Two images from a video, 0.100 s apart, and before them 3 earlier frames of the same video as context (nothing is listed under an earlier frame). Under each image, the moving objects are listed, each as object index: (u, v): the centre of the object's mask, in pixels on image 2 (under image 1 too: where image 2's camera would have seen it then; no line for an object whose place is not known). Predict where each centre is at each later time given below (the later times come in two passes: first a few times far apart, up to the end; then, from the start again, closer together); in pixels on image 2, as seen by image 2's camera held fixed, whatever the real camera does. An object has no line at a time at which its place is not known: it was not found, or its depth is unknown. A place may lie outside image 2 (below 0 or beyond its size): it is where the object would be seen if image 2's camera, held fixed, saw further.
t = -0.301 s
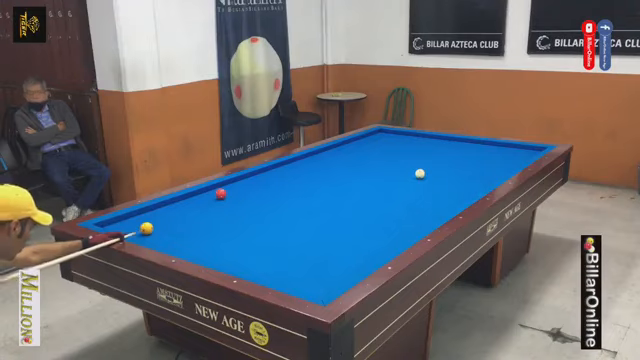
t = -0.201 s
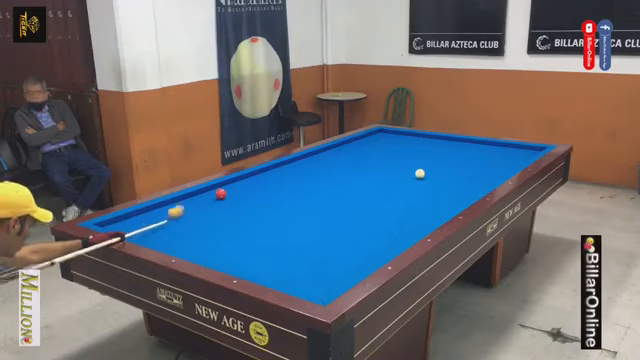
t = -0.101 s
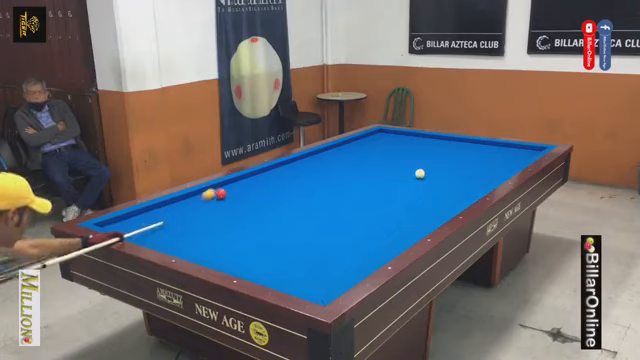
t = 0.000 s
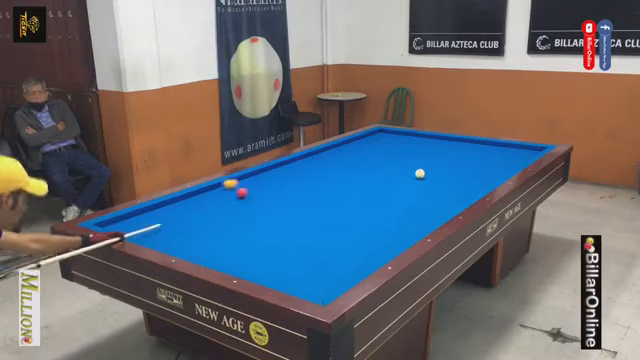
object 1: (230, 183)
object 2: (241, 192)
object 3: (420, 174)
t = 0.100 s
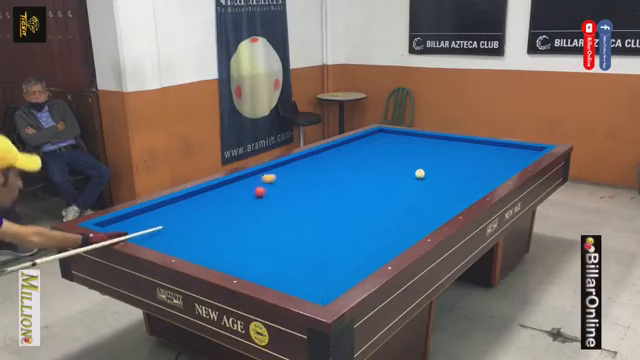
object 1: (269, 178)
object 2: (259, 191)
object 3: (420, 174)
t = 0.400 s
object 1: (362, 163)
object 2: (308, 189)
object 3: (420, 174)
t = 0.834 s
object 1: (473, 145)
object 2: (375, 185)
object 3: (420, 174)
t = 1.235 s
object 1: (518, 161)
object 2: (434, 183)
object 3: (420, 174)
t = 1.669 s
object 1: (441, 171)
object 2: (493, 178)
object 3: (420, 174)
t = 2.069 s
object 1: (415, 173)
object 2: (480, 170)
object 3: (376, 181)
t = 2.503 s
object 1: (395, 174)
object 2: (468, 161)
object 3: (325, 190)
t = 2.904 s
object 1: (378, 175)
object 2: (459, 154)
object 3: (274, 199)
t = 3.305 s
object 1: (361, 176)
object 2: (451, 148)
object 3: (221, 208)
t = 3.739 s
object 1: (344, 177)
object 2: (443, 142)
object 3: (159, 219)
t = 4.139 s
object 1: (329, 178)
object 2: (437, 138)
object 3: (113, 224)
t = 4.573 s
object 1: (314, 179)
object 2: (424, 136)
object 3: (132, 214)
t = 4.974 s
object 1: (302, 180)
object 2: (410, 136)
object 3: (155, 210)
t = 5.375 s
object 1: (290, 181)
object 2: (395, 137)
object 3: (176, 205)
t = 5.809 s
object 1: (279, 182)
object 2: (381, 137)
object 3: (196, 201)
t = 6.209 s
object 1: (270, 183)
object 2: (371, 137)
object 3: (212, 197)
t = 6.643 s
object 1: (261, 183)
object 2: (359, 138)
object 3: (229, 194)
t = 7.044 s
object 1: (254, 184)
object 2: (360, 138)
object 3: (242, 191)
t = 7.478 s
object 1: (247, 183)
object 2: (361, 139)
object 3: (255, 189)
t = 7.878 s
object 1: (244, 185)
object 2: (362, 141)
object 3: (265, 187)
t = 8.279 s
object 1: (240, 185)
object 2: (363, 142)
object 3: (274, 185)
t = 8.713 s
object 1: (238, 185)
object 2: (364, 143)
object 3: (283, 183)
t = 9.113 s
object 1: (238, 185)
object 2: (364, 143)
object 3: (290, 182)
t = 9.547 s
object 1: (238, 185)
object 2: (364, 143)
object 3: (296, 180)
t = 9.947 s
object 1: (238, 185)
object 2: (365, 144)
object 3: (301, 179)
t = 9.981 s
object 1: (238, 185)
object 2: (365, 144)
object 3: (301, 179)
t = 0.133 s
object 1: (280, 176)
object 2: (265, 191)
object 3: (420, 174)
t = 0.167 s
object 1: (291, 175)
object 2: (270, 191)
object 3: (420, 174)
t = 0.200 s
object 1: (302, 173)
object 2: (276, 191)
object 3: (420, 174)
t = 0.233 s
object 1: (313, 171)
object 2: (281, 190)
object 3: (420, 174)
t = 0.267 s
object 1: (323, 170)
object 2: (286, 190)
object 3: (420, 174)
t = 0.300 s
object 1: (333, 168)
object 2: (291, 190)
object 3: (420, 174)
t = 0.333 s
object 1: (343, 166)
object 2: (297, 189)
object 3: (420, 174)
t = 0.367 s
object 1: (353, 165)
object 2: (303, 189)
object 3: (420, 174)
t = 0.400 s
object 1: (362, 163)
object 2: (308, 189)
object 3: (420, 174)
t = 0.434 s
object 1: (372, 162)
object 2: (313, 188)
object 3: (420, 174)
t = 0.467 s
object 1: (381, 160)
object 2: (318, 188)
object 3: (420, 174)
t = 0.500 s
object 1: (390, 158)
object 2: (323, 188)
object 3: (420, 174)
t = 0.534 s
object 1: (399, 157)
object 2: (329, 188)
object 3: (420, 174)
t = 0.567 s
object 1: (408, 156)
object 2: (334, 187)
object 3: (420, 174)
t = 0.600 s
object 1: (416, 154)
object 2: (339, 187)
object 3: (420, 174)
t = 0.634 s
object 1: (425, 153)
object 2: (344, 187)
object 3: (420, 174)
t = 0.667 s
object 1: (433, 151)
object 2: (349, 187)
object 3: (420, 174)
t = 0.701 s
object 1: (441, 150)
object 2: (354, 187)
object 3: (420, 174)
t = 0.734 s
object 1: (450, 149)
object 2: (359, 186)
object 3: (420, 174)
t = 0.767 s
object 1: (457, 148)
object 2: (365, 186)
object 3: (420, 174)
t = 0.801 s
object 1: (465, 146)
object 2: (369, 186)
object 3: (420, 174)
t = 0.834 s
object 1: (473, 145)
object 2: (375, 185)
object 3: (420, 174)
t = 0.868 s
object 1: (481, 144)
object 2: (380, 185)
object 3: (420, 174)
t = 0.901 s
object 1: (488, 142)
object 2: (385, 185)
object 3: (420, 174)
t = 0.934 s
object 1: (493, 143)
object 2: (390, 185)
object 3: (420, 174)
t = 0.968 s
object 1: (496, 145)
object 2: (395, 184)
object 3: (420, 174)
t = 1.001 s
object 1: (499, 148)
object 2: (400, 184)
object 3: (420, 174)
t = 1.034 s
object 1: (503, 150)
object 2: (405, 184)
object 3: (420, 174)
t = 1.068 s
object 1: (506, 151)
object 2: (410, 184)
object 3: (420, 174)
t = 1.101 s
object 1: (510, 154)
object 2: (414, 184)
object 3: (420, 174)
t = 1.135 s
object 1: (514, 156)
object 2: (419, 183)
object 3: (420, 173)
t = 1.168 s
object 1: (518, 158)
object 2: (425, 183)
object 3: (419, 173)
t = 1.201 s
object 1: (522, 160)
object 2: (429, 183)
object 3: (420, 174)
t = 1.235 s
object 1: (518, 161)
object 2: (434, 183)
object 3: (420, 174)
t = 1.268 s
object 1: (512, 161)
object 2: (439, 182)
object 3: (420, 174)
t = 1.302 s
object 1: (505, 162)
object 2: (444, 182)
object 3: (420, 174)
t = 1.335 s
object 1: (499, 163)
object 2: (449, 182)
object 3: (420, 174)
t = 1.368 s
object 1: (493, 164)
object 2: (453, 182)
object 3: (420, 174)
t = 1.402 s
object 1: (487, 164)
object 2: (458, 181)
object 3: (420, 174)
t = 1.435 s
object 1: (481, 165)
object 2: (463, 181)
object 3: (420, 174)
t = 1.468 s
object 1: (476, 166)
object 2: (468, 181)
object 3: (420, 174)
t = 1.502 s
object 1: (470, 167)
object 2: (473, 181)
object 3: (420, 174)
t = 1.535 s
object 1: (464, 168)
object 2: (477, 180)
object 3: (420, 174)
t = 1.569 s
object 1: (458, 168)
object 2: (482, 180)
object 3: (420, 174)
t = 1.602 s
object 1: (452, 169)
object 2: (487, 180)
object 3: (420, 174)
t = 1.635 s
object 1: (447, 170)
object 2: (491, 180)
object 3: (420, 174)
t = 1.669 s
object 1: (441, 171)
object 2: (493, 178)
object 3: (420, 174)
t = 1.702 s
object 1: (435, 171)
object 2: (491, 178)
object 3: (420, 174)
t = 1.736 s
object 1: (429, 172)
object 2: (490, 177)
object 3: (419, 174)
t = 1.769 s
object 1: (428, 173)
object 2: (489, 177)
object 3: (415, 174)
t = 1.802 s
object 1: (427, 172)
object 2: (488, 176)
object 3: (409, 175)
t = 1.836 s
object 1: (426, 173)
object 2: (488, 175)
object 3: (404, 176)
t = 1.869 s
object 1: (425, 173)
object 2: (486, 174)
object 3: (400, 177)
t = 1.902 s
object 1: (423, 173)
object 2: (485, 173)
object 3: (395, 178)
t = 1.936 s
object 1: (421, 173)
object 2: (484, 172)
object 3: (391, 178)
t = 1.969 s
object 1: (420, 173)
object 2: (483, 172)
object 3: (387, 179)
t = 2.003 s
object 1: (418, 173)
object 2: (482, 171)
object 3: (384, 180)
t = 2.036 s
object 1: (417, 173)
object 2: (481, 170)
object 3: (380, 180)
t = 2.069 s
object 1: (415, 173)
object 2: (480, 170)
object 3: (376, 181)
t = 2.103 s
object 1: (413, 173)
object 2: (479, 169)
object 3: (372, 182)
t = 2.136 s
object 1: (412, 173)
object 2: (478, 168)
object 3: (368, 182)
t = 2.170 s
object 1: (410, 173)
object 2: (477, 167)
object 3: (365, 183)
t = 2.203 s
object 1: (409, 173)
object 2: (476, 167)
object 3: (361, 184)
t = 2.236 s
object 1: (407, 173)
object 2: (475, 166)
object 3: (357, 184)
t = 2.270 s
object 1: (406, 173)
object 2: (475, 166)
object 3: (353, 185)
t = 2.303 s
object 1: (404, 173)
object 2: (474, 165)
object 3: (349, 186)
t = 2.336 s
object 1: (402, 174)
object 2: (473, 164)
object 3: (345, 186)
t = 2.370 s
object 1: (401, 174)
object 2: (472, 164)
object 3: (341, 187)
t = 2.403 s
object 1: (400, 174)
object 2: (471, 163)
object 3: (337, 188)
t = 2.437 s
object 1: (398, 174)
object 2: (470, 162)
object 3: (333, 189)
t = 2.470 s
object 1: (396, 174)
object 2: (469, 162)
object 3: (329, 189)
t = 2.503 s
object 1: (395, 174)
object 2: (468, 161)
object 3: (325, 190)
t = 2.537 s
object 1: (394, 174)
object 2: (467, 161)
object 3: (321, 191)
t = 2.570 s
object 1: (392, 174)
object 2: (467, 160)
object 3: (317, 191)
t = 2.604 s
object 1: (391, 174)
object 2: (466, 159)
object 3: (312, 192)
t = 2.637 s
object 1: (389, 174)
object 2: (466, 159)
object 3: (308, 193)
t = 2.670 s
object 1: (388, 175)
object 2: (464, 158)
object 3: (304, 193)
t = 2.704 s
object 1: (386, 175)
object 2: (463, 158)
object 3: (300, 194)
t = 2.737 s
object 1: (385, 175)
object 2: (463, 157)
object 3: (296, 195)
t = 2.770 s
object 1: (384, 175)
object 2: (462, 157)
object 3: (291, 196)
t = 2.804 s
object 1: (382, 175)
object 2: (461, 156)
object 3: (287, 196)
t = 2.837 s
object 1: (381, 175)
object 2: (460, 156)
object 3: (283, 197)
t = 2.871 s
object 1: (379, 175)
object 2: (460, 155)
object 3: (278, 198)
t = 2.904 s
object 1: (378, 175)
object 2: (459, 154)
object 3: (274, 199)
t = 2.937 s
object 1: (376, 175)
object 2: (458, 154)
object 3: (270, 199)
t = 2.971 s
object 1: (375, 176)
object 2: (457, 153)
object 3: (265, 200)
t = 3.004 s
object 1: (374, 176)
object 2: (457, 153)
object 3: (261, 201)
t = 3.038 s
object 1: (372, 176)
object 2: (456, 152)
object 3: (257, 202)
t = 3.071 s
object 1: (371, 176)
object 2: (456, 152)
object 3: (252, 202)
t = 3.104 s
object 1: (369, 176)
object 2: (455, 151)
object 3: (248, 203)
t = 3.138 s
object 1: (368, 176)
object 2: (454, 151)
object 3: (244, 204)
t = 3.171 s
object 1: (367, 176)
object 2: (454, 151)
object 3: (239, 205)
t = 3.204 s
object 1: (365, 176)
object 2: (453, 150)
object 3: (235, 206)
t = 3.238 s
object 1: (364, 176)
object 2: (452, 149)
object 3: (230, 206)
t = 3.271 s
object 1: (363, 176)
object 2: (452, 149)
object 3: (225, 207)
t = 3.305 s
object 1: (361, 176)
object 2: (451, 148)
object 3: (221, 208)
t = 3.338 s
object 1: (360, 176)
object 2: (450, 148)
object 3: (216, 209)
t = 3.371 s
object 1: (358, 177)
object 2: (450, 147)
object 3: (212, 210)
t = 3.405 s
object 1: (357, 177)
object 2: (449, 147)
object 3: (207, 210)
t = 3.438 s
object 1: (356, 177)
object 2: (449, 147)
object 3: (202, 211)
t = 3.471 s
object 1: (354, 177)
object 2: (448, 146)
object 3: (198, 212)
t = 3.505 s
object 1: (353, 177)
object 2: (447, 146)
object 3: (193, 213)
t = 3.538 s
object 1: (352, 177)
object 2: (447, 146)
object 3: (188, 214)
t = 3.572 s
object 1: (351, 177)
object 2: (446, 145)
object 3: (183, 214)
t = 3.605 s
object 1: (349, 177)
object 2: (446, 145)
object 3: (178, 215)
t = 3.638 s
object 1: (348, 177)
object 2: (444, 143)
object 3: (174, 216)
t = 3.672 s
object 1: (346, 177)
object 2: (444, 143)
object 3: (169, 217)
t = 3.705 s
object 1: (345, 177)
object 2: (443, 143)
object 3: (164, 218)
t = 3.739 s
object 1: (344, 177)
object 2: (443, 142)
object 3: (159, 219)
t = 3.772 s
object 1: (343, 178)
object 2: (442, 142)
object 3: (154, 219)
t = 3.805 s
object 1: (341, 178)
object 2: (442, 141)
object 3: (149, 220)
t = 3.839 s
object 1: (340, 178)
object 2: (441, 141)
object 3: (144, 221)
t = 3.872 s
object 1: (339, 178)
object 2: (441, 141)
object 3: (139, 222)
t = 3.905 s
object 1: (338, 178)
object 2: (441, 141)
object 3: (134, 223)
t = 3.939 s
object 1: (337, 178)
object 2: (439, 139)
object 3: (129, 224)
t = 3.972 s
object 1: (335, 178)
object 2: (439, 139)
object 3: (124, 225)
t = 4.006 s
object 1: (334, 178)
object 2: (438, 139)
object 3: (119, 225)
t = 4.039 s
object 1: (333, 178)
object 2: (438, 139)
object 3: (113, 226)
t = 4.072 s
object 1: (332, 178)
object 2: (438, 138)
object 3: (109, 226)
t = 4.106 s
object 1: (330, 178)
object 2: (437, 138)
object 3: (111, 225)
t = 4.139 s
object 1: (329, 178)
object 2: (437, 138)
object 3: (113, 224)
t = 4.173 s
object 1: (328, 178)
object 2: (436, 138)
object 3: (114, 224)
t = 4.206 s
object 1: (327, 179)
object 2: (436, 137)
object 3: (116, 223)
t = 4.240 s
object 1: (326, 179)
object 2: (435, 137)
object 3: (117, 222)
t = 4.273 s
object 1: (325, 179)
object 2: (435, 137)
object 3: (118, 221)
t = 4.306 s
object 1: (323, 179)
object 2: (434, 136)
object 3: (120, 220)
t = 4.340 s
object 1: (322, 179)
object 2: (433, 136)
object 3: (121, 220)
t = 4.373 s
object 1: (321, 179)
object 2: (432, 136)
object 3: (122, 218)
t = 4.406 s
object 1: (320, 179)
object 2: (431, 136)
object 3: (124, 218)
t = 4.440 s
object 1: (319, 179)
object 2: (429, 136)
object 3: (125, 217)
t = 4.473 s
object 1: (318, 179)
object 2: (428, 136)
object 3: (126, 216)
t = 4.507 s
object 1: (317, 179)
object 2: (427, 136)
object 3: (128, 215)
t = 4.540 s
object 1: (315, 179)
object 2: (425, 136)
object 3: (130, 215)
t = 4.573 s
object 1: (314, 179)
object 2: (424, 136)
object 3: (132, 214)
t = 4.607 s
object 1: (313, 179)
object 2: (423, 136)
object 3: (134, 214)
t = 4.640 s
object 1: (312, 179)
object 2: (421, 136)
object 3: (136, 214)
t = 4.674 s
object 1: (311, 179)
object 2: (420, 135)
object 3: (138, 213)
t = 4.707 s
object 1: (310, 179)
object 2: (419, 135)
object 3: (140, 213)
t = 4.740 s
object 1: (309, 180)
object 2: (418, 135)
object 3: (142, 212)
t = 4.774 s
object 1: (308, 180)
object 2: (417, 136)
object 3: (144, 212)
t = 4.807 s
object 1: (307, 180)
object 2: (416, 136)
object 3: (146, 211)
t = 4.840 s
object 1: (306, 180)
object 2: (414, 136)
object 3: (148, 211)
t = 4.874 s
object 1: (305, 180)
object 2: (413, 136)
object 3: (150, 211)
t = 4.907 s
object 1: (304, 180)
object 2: (412, 136)
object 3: (152, 210)
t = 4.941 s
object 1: (303, 180)
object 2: (411, 136)
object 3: (153, 210)
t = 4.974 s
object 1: (302, 180)
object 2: (410, 136)
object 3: (155, 210)
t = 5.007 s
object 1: (301, 180)
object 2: (408, 136)
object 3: (157, 209)
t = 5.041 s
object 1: (300, 180)
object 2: (407, 136)
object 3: (159, 209)
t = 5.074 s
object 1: (299, 180)
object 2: (406, 136)
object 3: (161, 208)
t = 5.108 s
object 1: (298, 180)
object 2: (405, 136)
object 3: (162, 208)
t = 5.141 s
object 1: (297, 180)
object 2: (404, 136)
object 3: (164, 208)
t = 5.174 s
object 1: (296, 181)
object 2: (402, 136)
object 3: (166, 207)
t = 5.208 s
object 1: (295, 181)
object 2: (402, 136)
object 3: (168, 207)
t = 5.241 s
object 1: (294, 181)
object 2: (400, 136)
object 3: (169, 207)
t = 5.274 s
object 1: (293, 181)
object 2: (400, 136)
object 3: (171, 206)
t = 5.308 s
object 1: (292, 181)
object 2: (398, 136)
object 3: (173, 206)
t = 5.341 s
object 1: (291, 181)
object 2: (397, 136)
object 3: (174, 206)
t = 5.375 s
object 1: (290, 181)
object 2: (395, 137)
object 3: (176, 205)
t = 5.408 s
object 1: (290, 181)
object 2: (395, 137)
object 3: (178, 205)
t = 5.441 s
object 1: (288, 181)
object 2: (394, 136)
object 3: (179, 205)
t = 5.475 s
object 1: (287, 181)
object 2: (393, 136)
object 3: (181, 204)
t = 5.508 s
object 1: (287, 181)
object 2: (391, 136)
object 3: (182, 204)
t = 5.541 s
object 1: (286, 181)
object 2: (390, 136)
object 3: (184, 203)
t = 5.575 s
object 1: (285, 181)
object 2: (389, 136)
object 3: (185, 203)
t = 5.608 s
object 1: (284, 181)
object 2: (388, 136)
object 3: (187, 203)
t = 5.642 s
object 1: (283, 181)
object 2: (387, 136)
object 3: (188, 203)
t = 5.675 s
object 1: (282, 181)
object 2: (387, 136)
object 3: (190, 202)
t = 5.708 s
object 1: (281, 181)
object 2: (385, 136)
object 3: (191, 202)
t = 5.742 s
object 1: (280, 182)
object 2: (384, 136)
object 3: (193, 202)
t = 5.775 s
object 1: (279, 182)
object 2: (383, 136)
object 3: (195, 201)
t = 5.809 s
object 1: (279, 182)
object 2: (381, 137)
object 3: (196, 201)
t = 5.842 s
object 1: (278, 182)
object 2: (380, 137)
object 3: (197, 201)
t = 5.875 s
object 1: (277, 182)
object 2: (380, 137)
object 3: (199, 200)
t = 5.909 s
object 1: (276, 182)
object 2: (379, 137)
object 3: (200, 200)
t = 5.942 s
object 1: (275, 182)
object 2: (378, 137)
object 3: (202, 200)
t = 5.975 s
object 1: (275, 182)
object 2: (377, 137)
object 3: (203, 199)
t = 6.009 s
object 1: (274, 182)
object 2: (375, 137)
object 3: (204, 199)
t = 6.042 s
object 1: (273, 182)
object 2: (375, 137)
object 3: (206, 199)
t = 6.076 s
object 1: (272, 182)
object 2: (374, 137)
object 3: (207, 199)
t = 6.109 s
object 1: (272, 182)
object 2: (373, 137)
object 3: (208, 198)
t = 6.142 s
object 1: (271, 183)
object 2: (372, 137)
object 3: (210, 198)
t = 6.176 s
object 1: (270, 182)
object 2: (371, 137)
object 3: (211, 198)
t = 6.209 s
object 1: (270, 183)
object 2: (371, 137)
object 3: (212, 197)
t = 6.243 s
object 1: (269, 183)
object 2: (369, 137)
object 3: (214, 197)
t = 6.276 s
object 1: (268, 183)
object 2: (367, 137)
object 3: (215, 197)
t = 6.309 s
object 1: (267, 183)
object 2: (367, 137)
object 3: (216, 197)
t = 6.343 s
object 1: (267, 183)
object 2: (366, 137)
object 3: (217, 196)
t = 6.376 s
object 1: (266, 183)
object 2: (365, 137)
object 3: (219, 196)
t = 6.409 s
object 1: (266, 183)
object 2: (364, 137)
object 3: (220, 196)
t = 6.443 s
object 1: (265, 183)
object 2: (363, 137)
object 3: (222, 196)
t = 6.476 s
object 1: (264, 183)
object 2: (363, 137)
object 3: (223, 195)
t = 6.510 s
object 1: (263, 183)
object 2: (361, 138)
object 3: (224, 195)
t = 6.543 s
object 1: (263, 183)
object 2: (360, 137)
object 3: (225, 195)
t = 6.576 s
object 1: (262, 183)
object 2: (360, 138)
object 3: (226, 194)
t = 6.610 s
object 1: (261, 183)
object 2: (359, 138)
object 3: (227, 194)
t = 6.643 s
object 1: (261, 183)
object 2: (359, 138)
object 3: (229, 194)
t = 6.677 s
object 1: (260, 183)
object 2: (359, 138)
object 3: (230, 194)
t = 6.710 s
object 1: (260, 183)
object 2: (359, 138)
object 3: (231, 194)
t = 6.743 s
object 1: (259, 183)
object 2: (359, 138)
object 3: (232, 193)
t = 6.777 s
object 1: (258, 183)
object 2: (359, 138)
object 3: (233, 193)
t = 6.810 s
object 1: (258, 183)
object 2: (359, 138)
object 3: (234, 193)
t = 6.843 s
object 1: (257, 183)
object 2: (359, 138)
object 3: (235, 193)
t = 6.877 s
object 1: (257, 184)
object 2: (359, 138)
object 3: (237, 193)
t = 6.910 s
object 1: (256, 184)
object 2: (359, 138)
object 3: (238, 192)
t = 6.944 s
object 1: (255, 184)
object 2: (359, 138)
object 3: (239, 192)
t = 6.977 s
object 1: (255, 184)
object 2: (359, 138)
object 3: (240, 192)
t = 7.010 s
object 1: (255, 184)
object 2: (359, 138)
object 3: (241, 192)
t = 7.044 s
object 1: (254, 184)
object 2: (360, 138)
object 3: (242, 191)
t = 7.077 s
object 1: (253, 184)
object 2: (360, 139)
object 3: (243, 191)
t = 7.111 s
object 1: (253, 184)
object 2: (360, 139)
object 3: (244, 191)
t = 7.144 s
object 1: (253, 184)
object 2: (360, 139)
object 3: (245, 191)
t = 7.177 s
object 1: (252, 183)
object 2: (360, 139)
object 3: (246, 190)
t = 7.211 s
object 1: (252, 183)
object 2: (360, 139)
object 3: (247, 190)
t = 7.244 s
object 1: (251, 183)
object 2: (361, 139)
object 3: (248, 190)
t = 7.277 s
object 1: (251, 182)
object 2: (361, 139)
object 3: (249, 190)
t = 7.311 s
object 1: (250, 182)
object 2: (361, 139)
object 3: (250, 189)
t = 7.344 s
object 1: (249, 182)
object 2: (361, 139)
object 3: (251, 189)
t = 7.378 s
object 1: (248, 183)
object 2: (361, 139)
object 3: (252, 189)
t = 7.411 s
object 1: (248, 183)
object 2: (361, 139)
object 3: (253, 189)
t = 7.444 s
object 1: (248, 183)
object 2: (361, 139)
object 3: (254, 189)
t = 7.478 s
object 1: (247, 183)
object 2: (361, 139)
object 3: (255, 189)
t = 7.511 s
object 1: (247, 184)
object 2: (361, 140)
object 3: (256, 189)
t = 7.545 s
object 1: (247, 184)
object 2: (361, 139)
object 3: (256, 188)
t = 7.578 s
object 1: (246, 184)
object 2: (362, 140)
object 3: (257, 188)
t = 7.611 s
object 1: (246, 184)
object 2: (362, 140)
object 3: (258, 188)
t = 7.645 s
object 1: (246, 184)
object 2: (362, 140)
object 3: (259, 188)
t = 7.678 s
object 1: (246, 184)
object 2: (362, 140)
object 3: (260, 187)
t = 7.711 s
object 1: (245, 184)
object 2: (362, 140)
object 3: (261, 187)
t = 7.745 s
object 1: (245, 184)
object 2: (362, 140)
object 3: (262, 187)
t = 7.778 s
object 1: (244, 184)
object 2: (362, 141)
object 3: (262, 187)
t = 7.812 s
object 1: (244, 184)
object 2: (362, 141)
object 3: (263, 187)
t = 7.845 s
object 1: (244, 185)
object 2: (362, 141)
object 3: (264, 187)
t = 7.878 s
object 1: (244, 185)
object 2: (362, 141)
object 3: (265, 187)
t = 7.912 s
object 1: (243, 185)
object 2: (362, 141)
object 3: (266, 186)
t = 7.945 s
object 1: (243, 185)
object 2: (363, 141)
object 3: (267, 186)
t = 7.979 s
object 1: (243, 185)
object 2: (363, 141)
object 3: (267, 186)
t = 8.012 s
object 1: (242, 185)
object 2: (363, 141)
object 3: (268, 186)
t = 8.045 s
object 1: (242, 185)
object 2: (363, 141)
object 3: (269, 186)
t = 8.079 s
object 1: (242, 185)
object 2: (363, 142)
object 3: (270, 186)
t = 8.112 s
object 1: (241, 185)
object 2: (363, 142)
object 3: (270, 186)
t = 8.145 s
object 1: (241, 185)
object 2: (363, 142)
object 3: (271, 185)
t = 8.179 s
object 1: (241, 185)
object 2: (363, 142)
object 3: (272, 185)
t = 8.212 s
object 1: (241, 185)
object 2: (363, 142)
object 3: (273, 185)
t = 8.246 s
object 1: (240, 185)
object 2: (363, 142)
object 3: (274, 185)
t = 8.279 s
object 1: (240, 185)
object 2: (363, 142)
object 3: (274, 185)
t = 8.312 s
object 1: (240, 185)
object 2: (363, 142)
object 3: (275, 185)
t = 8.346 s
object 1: (240, 185)
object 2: (363, 142)
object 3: (276, 185)
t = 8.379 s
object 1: (240, 185)
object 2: (363, 142)
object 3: (276, 184)
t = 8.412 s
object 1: (239, 185)
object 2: (363, 142)
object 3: (277, 184)
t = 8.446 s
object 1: (239, 185)
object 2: (363, 142)
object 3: (278, 184)
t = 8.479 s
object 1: (239, 185)
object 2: (363, 142)
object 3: (278, 184)
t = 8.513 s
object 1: (239, 185)
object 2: (363, 142)
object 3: (279, 184)
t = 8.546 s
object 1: (239, 185)
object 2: (363, 142)
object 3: (280, 184)
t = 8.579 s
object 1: (239, 185)
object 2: (363, 142)
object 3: (280, 184)
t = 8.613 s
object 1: (238, 185)
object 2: (363, 142)
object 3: (281, 183)
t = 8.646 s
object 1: (238, 185)
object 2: (363, 142)
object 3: (282, 183)
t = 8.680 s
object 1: (238, 185)
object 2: (363, 142)
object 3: (282, 183)
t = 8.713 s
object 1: (238, 185)
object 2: (364, 143)
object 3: (283, 183)
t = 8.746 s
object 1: (238, 185)
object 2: (364, 143)
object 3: (283, 183)
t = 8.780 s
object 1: (238, 185)
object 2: (364, 143)
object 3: (284, 183)
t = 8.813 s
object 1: (238, 185)
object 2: (364, 143)
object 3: (285, 182)
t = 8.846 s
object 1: (238, 185)
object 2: (364, 143)
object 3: (285, 183)
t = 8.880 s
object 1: (238, 185)
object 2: (364, 143)
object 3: (286, 182)
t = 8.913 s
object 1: (238, 185)
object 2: (364, 143)
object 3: (287, 182)
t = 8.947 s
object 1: (238, 185)
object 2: (364, 143)
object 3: (287, 182)
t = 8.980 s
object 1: (238, 185)
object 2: (364, 143)
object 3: (288, 182)
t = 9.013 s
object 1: (238, 185)
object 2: (364, 143)
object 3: (288, 182)
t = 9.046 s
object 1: (238, 185)
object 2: (364, 143)
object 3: (289, 182)
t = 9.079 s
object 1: (238, 185)
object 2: (364, 143)
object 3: (289, 182)
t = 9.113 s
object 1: (238, 185)
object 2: (364, 143)
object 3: (290, 182)
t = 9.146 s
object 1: (238, 185)
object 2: (364, 143)
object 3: (290, 181)
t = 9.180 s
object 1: (238, 185)
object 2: (364, 143)
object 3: (291, 181)
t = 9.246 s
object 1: (238, 185)
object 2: (364, 143)
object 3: (292, 181)
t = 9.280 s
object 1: (238, 185)
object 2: (364, 143)
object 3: (292, 181)
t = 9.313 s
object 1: (238, 185)
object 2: (364, 143)
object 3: (293, 181)
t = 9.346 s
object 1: (238, 185)
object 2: (364, 143)
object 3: (293, 181)
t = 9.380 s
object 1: (238, 185)
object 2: (364, 143)
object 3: (294, 181)
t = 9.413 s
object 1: (238, 185)
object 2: (364, 143)
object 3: (294, 181)
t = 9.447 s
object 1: (238, 185)
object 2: (364, 143)
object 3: (295, 180)
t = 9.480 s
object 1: (238, 185)
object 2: (364, 143)
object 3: (295, 180)
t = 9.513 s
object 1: (238, 185)
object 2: (364, 143)
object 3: (295, 180)
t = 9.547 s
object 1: (238, 185)
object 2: (364, 143)
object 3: (296, 180)
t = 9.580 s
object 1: (238, 185)
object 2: (365, 144)
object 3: (296, 180)
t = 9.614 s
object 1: (238, 185)
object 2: (365, 144)
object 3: (297, 180)
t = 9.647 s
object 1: (238, 185)
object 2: (365, 144)
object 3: (297, 180)
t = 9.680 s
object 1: (238, 185)
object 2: (365, 144)
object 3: (298, 180)
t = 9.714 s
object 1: (238, 185)
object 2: (365, 144)
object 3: (298, 180)
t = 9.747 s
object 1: (238, 185)
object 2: (365, 144)
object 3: (299, 180)
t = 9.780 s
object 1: (238, 185)
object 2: (365, 144)
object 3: (299, 180)
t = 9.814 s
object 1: (238, 185)
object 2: (365, 144)
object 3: (299, 179)
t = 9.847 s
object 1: (238, 185)
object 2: (365, 144)
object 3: (300, 179)
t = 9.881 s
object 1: (238, 185)
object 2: (365, 144)
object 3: (300, 179)
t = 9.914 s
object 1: (238, 185)
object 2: (365, 144)
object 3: (300, 179)
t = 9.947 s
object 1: (238, 185)
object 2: (365, 144)
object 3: (301, 179)
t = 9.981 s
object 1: (238, 185)
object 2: (365, 144)
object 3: (301, 179)
